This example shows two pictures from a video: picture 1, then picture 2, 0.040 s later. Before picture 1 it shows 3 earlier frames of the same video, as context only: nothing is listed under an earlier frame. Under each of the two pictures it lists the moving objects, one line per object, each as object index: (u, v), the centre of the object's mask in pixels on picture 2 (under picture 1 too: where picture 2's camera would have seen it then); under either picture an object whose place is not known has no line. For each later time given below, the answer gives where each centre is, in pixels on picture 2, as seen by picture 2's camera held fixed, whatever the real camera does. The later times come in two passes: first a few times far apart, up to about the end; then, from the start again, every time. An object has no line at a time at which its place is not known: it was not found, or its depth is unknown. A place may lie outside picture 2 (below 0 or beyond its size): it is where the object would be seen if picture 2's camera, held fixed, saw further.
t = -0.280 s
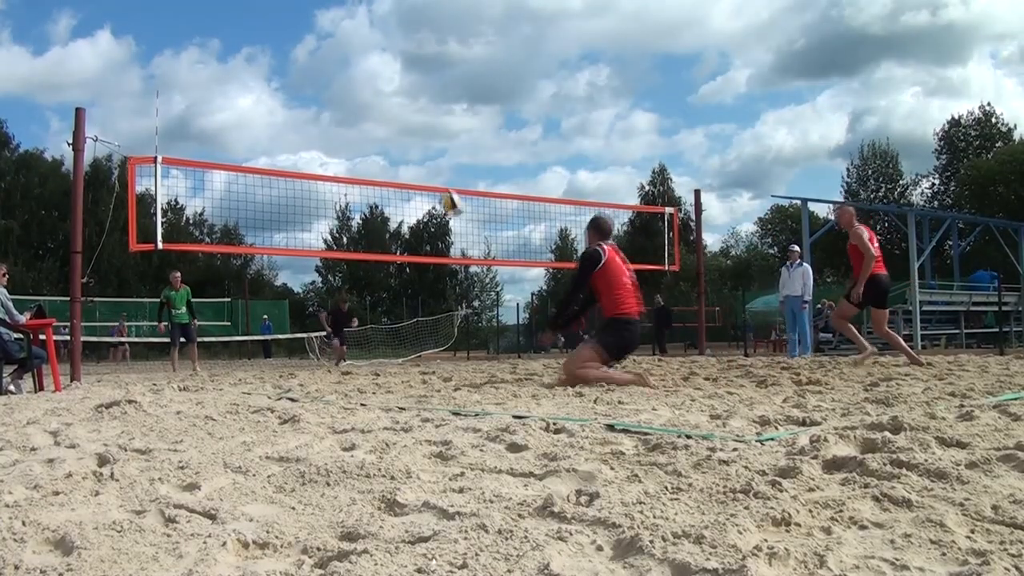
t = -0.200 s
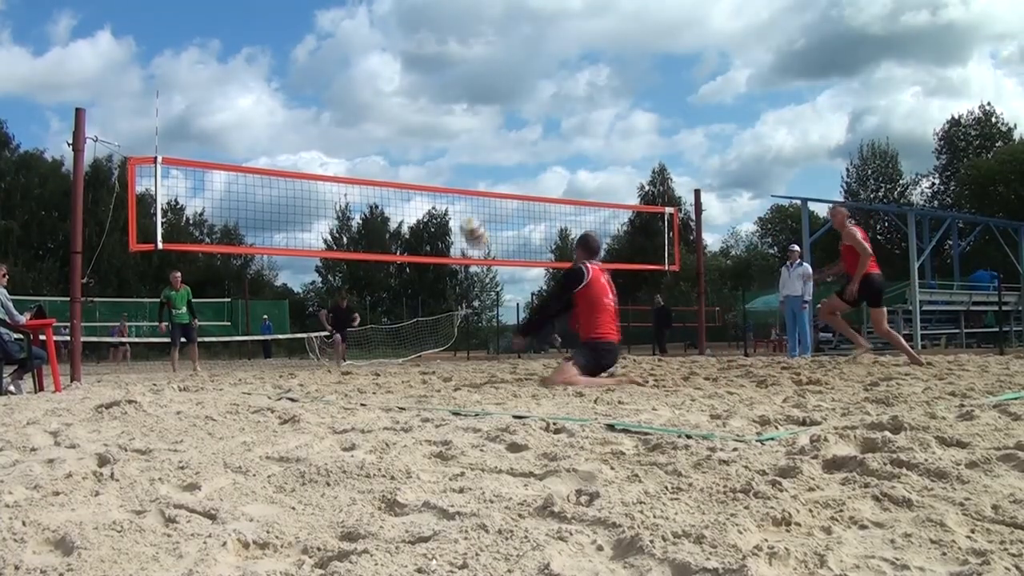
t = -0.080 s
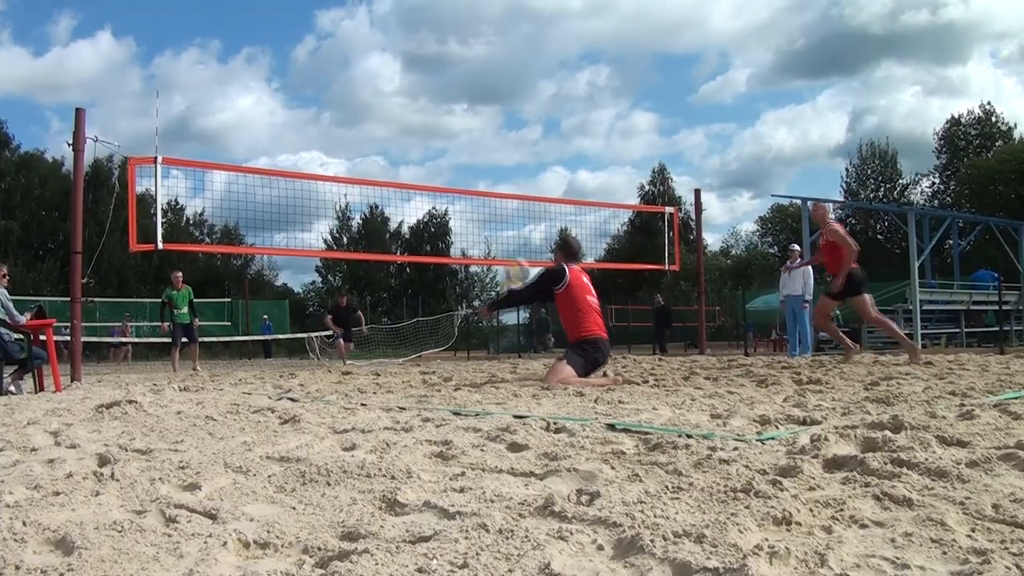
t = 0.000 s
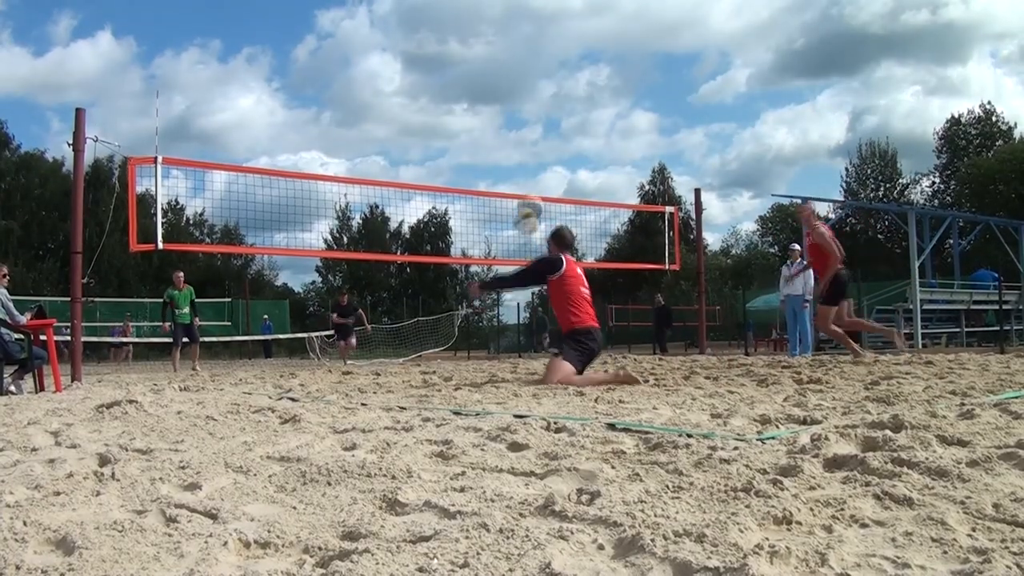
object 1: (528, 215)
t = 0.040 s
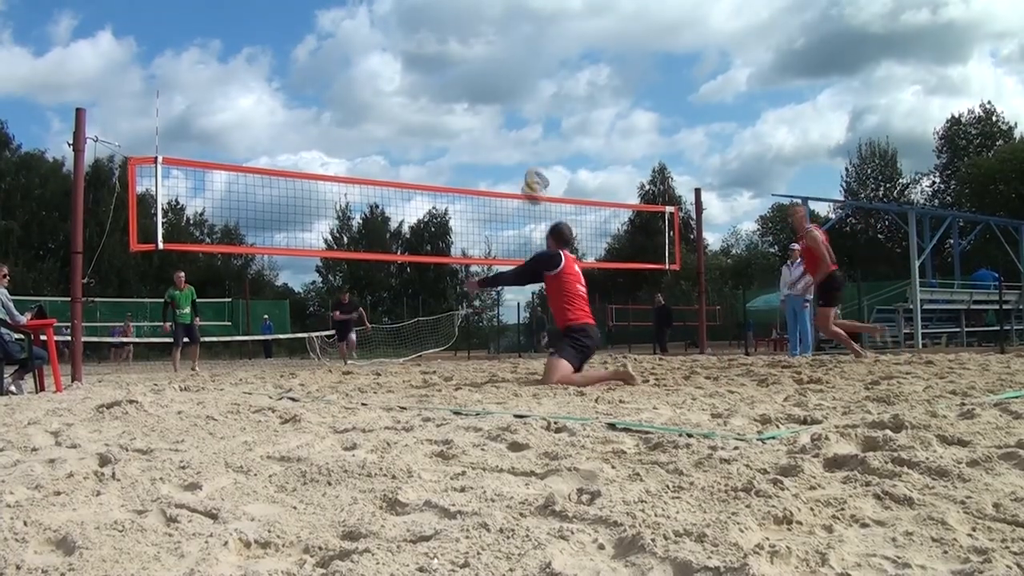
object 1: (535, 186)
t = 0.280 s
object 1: (577, 67)
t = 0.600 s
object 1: (630, 21)
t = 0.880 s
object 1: (675, 62)
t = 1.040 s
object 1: (700, 115)
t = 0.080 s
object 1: (542, 160)
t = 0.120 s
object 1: (549, 137)
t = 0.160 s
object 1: (556, 116)
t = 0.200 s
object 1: (562, 98)
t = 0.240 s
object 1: (569, 82)
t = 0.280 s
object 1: (577, 67)
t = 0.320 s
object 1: (583, 55)
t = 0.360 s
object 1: (590, 45)
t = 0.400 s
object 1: (597, 37)
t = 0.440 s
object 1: (604, 30)
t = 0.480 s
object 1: (610, 26)
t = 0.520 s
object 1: (617, 23)
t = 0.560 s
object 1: (624, 21)
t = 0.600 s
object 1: (630, 21)
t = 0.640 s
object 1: (636, 23)
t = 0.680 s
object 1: (643, 26)
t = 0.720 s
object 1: (650, 30)
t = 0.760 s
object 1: (656, 36)
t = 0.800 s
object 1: (662, 43)
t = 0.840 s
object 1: (668, 52)
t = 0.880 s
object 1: (675, 62)
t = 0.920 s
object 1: (682, 74)
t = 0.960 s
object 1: (687, 87)
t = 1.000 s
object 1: (693, 100)
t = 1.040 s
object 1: (700, 115)
